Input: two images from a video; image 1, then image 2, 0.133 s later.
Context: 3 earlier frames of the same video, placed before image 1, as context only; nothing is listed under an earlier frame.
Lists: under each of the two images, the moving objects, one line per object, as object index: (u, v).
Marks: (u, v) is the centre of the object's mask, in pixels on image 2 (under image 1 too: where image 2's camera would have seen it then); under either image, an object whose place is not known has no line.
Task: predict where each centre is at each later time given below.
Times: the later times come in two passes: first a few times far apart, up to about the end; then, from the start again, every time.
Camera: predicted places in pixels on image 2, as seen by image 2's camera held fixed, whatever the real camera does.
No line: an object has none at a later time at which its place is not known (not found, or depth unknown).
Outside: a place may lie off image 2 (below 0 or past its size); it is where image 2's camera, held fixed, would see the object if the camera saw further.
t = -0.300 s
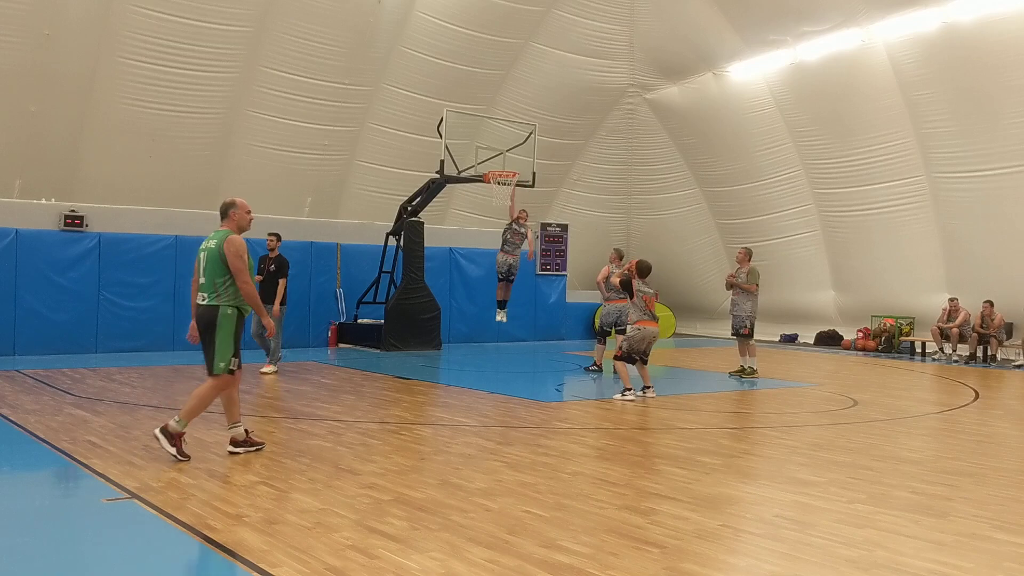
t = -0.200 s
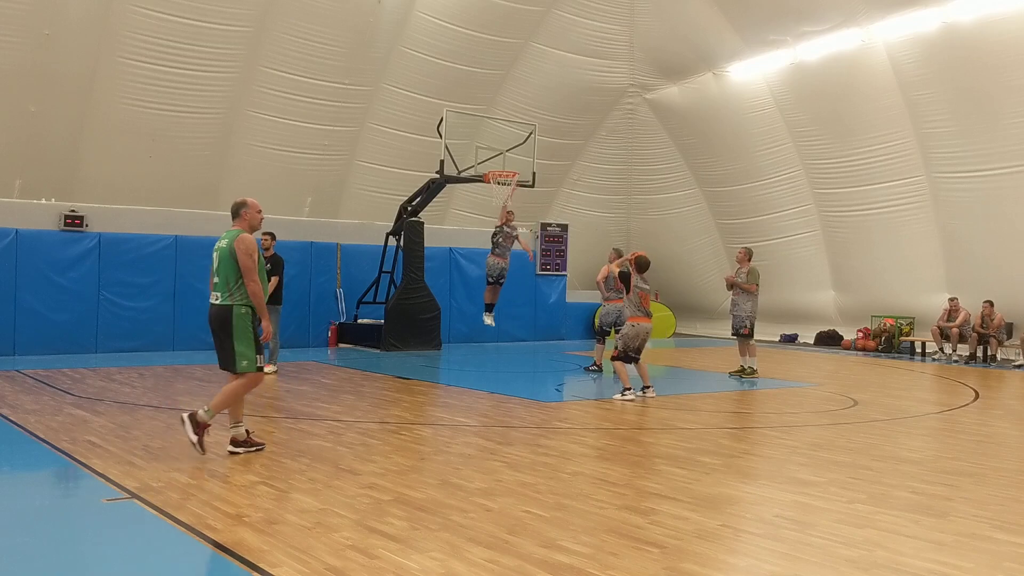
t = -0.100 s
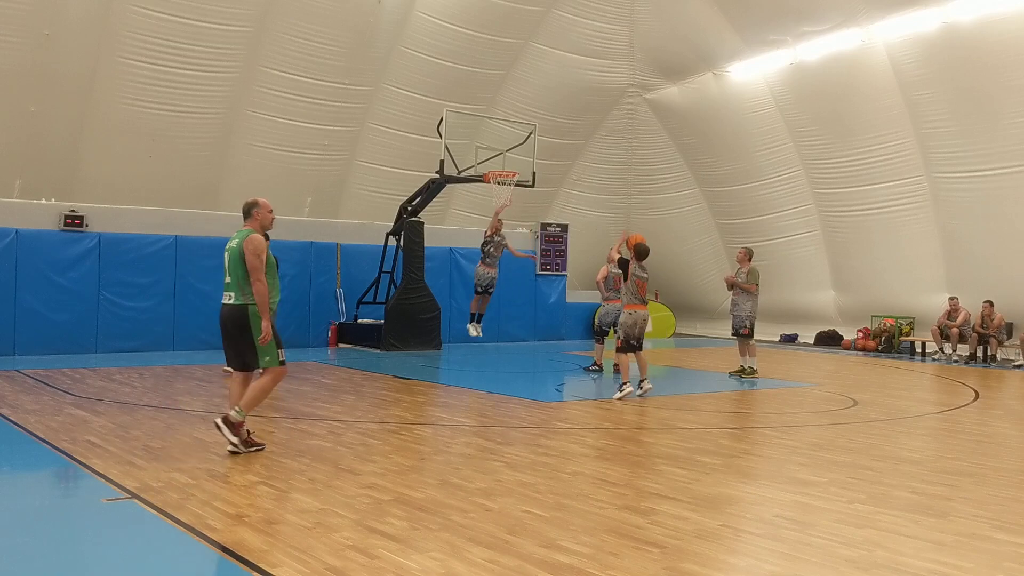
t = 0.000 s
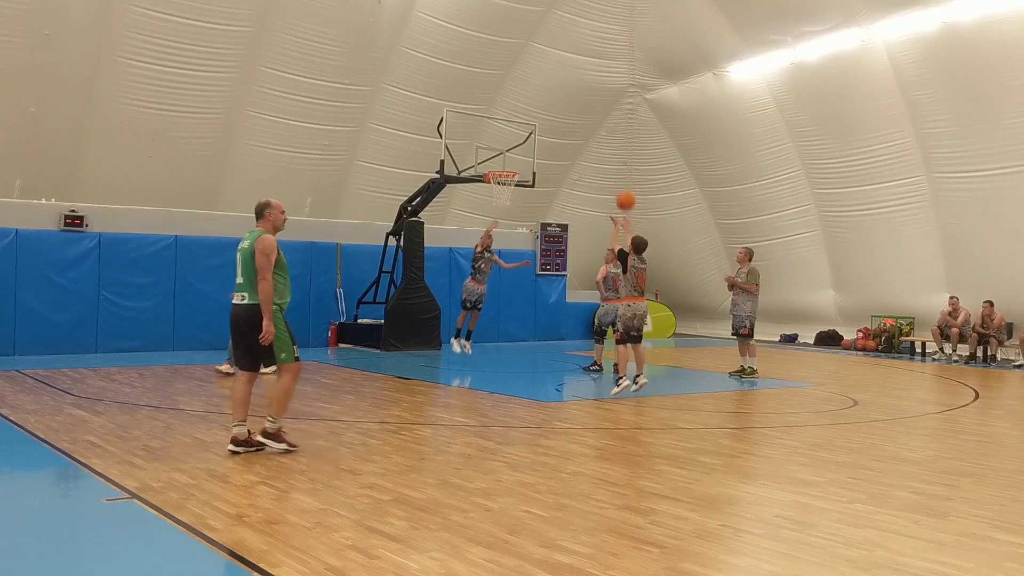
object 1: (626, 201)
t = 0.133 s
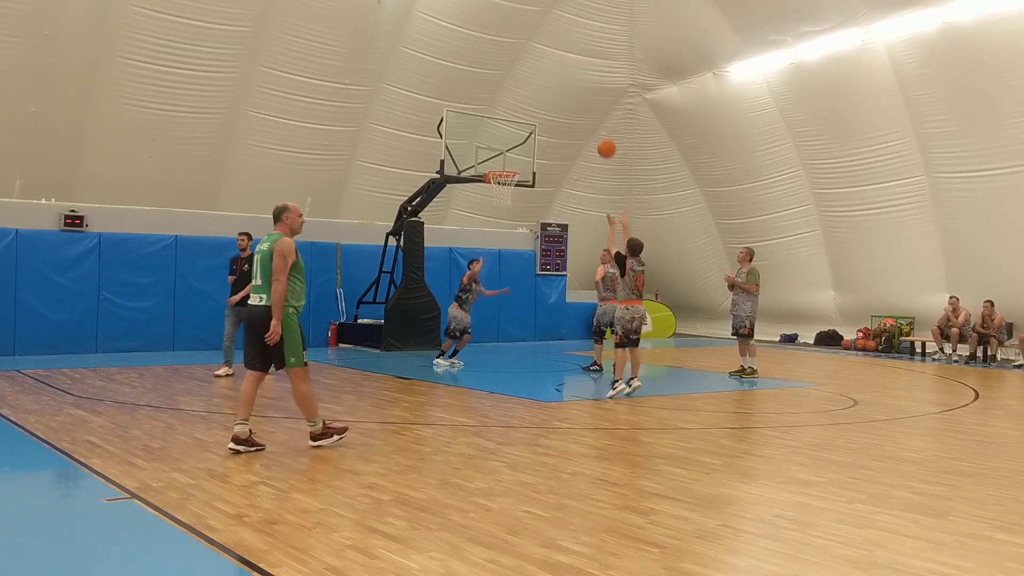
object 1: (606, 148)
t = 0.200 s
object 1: (597, 129)
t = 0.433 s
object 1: (567, 89)
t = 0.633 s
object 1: (544, 88)
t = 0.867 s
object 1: (518, 119)
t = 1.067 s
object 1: (498, 167)
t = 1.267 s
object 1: (508, 192)
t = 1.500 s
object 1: (519, 211)
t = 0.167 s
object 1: (602, 138)
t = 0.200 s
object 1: (597, 129)
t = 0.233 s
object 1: (593, 120)
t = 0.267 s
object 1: (589, 112)
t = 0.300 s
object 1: (584, 106)
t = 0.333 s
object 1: (580, 100)
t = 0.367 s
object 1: (576, 96)
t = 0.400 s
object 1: (571, 92)
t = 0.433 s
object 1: (567, 89)
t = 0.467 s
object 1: (564, 87)
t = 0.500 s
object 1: (559, 85)
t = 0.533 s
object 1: (556, 85)
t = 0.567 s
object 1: (552, 85)
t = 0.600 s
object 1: (548, 86)
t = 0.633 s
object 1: (544, 88)
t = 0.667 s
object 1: (540, 90)
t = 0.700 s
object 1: (536, 93)
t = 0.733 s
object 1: (532, 97)
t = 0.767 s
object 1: (529, 102)
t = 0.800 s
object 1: (525, 107)
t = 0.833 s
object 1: (521, 113)
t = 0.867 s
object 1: (518, 119)
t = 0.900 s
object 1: (514, 127)
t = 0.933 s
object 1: (510, 135)
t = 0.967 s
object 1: (507, 142)
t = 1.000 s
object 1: (504, 151)
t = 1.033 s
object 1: (500, 161)
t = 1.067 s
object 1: (498, 167)
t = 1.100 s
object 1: (499, 171)
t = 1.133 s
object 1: (499, 180)
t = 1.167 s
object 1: (501, 184)
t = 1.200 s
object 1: (502, 187)
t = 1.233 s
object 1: (505, 190)
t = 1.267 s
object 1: (508, 192)
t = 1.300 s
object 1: (510, 194)
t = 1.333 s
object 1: (512, 196)
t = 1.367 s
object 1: (514, 198)
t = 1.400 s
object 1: (515, 199)
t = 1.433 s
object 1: (517, 202)
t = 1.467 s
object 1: (518, 207)
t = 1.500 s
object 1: (519, 211)
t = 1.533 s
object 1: (521, 217)
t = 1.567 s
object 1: (522, 222)
